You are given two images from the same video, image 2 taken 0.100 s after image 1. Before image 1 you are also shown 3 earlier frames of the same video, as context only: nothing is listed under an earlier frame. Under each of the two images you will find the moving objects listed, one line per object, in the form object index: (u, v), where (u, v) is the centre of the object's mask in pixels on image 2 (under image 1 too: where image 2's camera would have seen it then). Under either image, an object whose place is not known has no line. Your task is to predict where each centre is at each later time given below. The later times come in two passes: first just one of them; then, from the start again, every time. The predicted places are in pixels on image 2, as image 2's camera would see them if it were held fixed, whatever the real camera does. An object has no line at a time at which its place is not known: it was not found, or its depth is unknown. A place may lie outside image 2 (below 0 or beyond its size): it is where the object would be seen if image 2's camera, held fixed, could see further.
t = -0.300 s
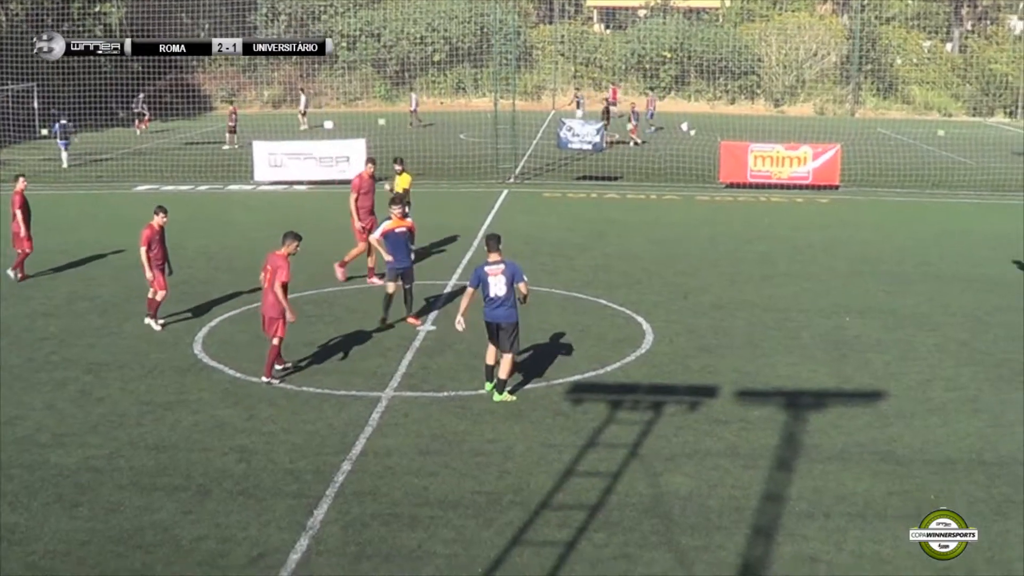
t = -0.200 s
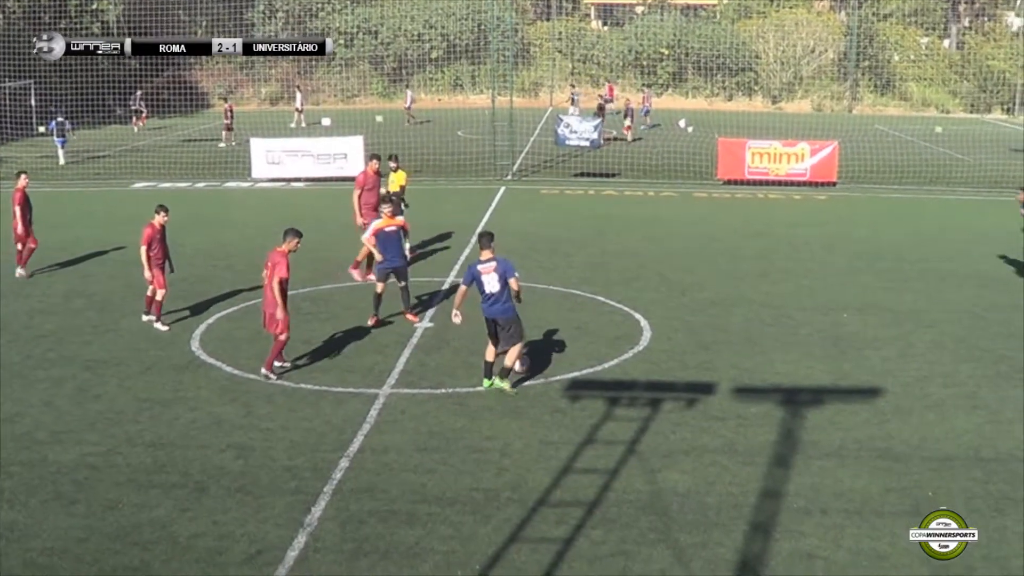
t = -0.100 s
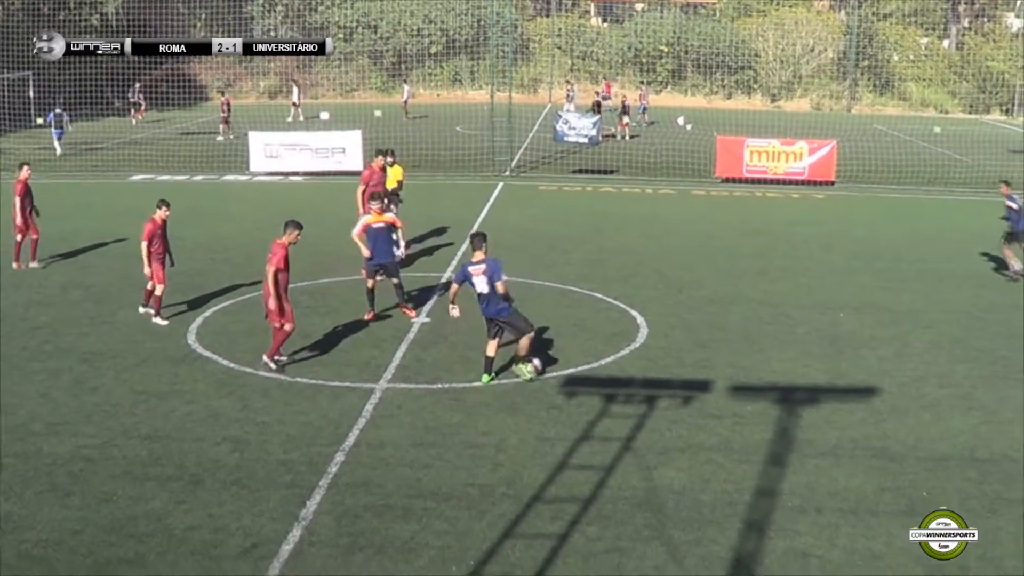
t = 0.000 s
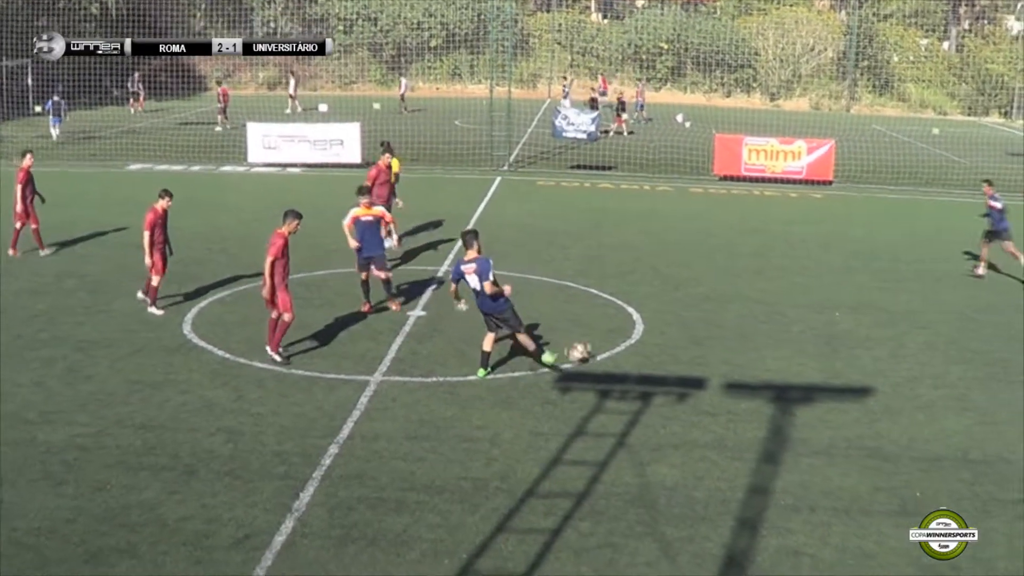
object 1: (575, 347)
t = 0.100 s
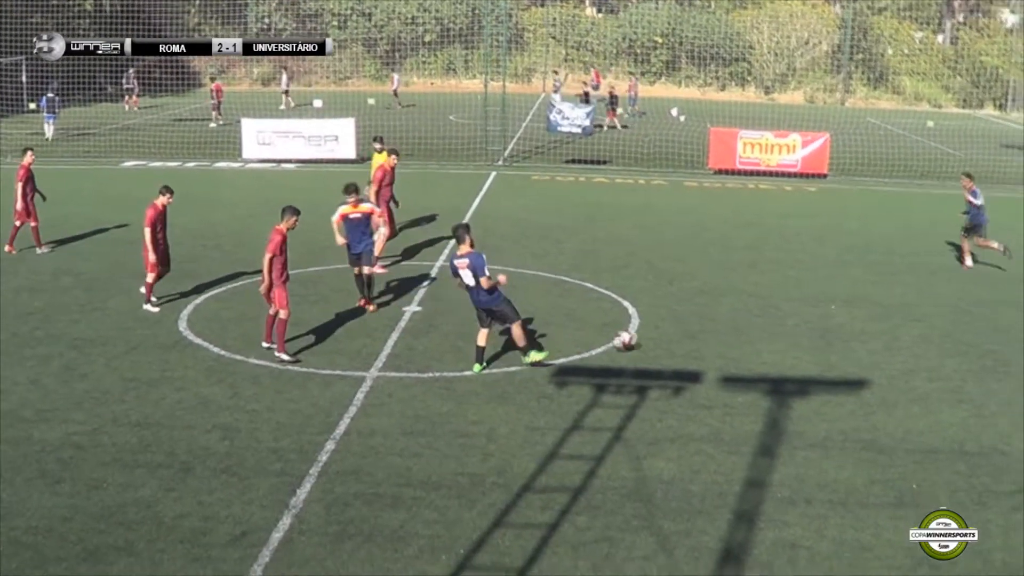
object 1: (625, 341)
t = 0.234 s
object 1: (685, 336)
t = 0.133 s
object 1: (642, 340)
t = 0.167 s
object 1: (657, 340)
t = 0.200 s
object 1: (671, 338)
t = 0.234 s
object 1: (685, 336)
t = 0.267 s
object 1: (698, 334)
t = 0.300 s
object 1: (710, 332)
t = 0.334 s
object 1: (722, 329)
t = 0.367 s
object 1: (734, 328)
